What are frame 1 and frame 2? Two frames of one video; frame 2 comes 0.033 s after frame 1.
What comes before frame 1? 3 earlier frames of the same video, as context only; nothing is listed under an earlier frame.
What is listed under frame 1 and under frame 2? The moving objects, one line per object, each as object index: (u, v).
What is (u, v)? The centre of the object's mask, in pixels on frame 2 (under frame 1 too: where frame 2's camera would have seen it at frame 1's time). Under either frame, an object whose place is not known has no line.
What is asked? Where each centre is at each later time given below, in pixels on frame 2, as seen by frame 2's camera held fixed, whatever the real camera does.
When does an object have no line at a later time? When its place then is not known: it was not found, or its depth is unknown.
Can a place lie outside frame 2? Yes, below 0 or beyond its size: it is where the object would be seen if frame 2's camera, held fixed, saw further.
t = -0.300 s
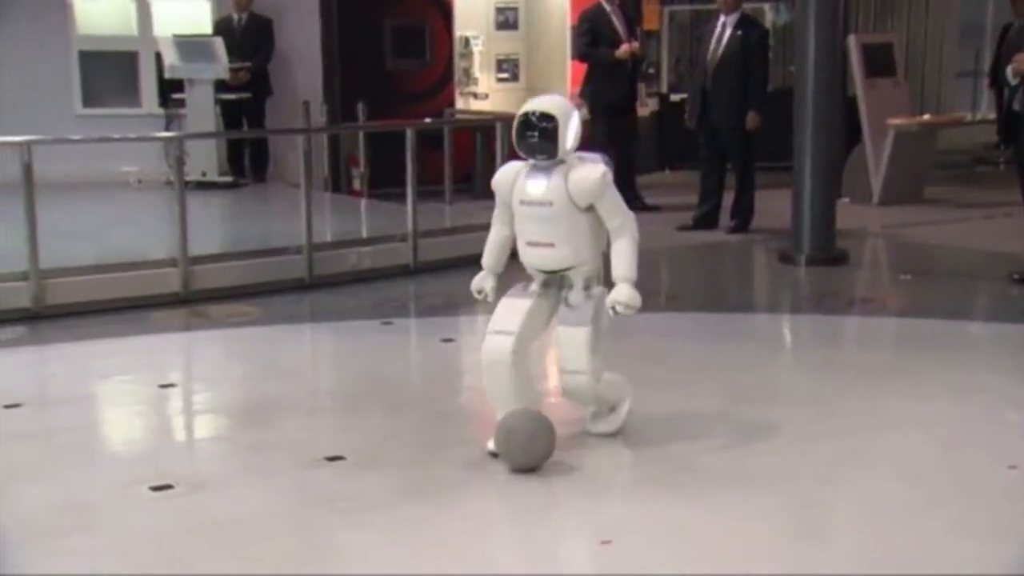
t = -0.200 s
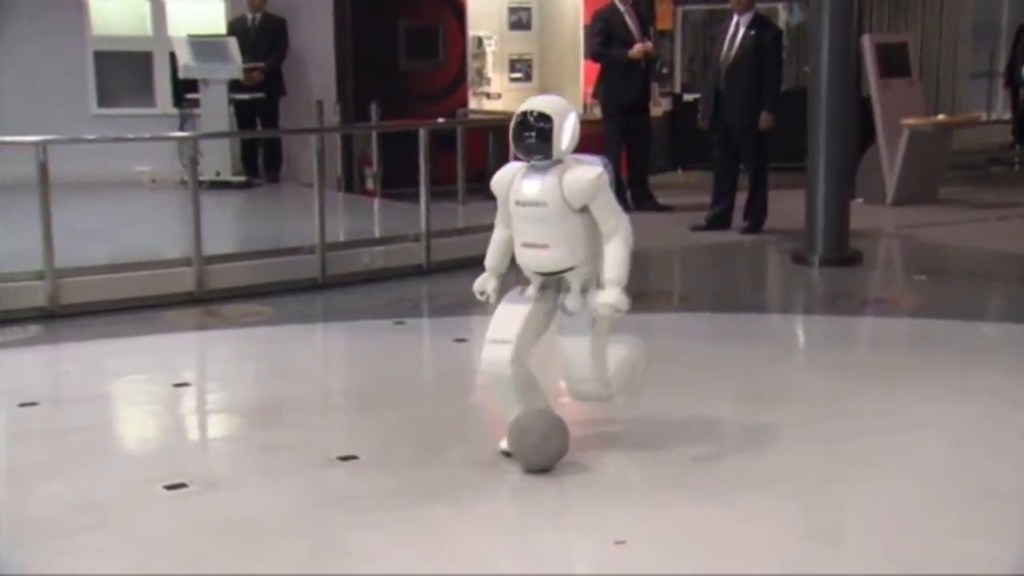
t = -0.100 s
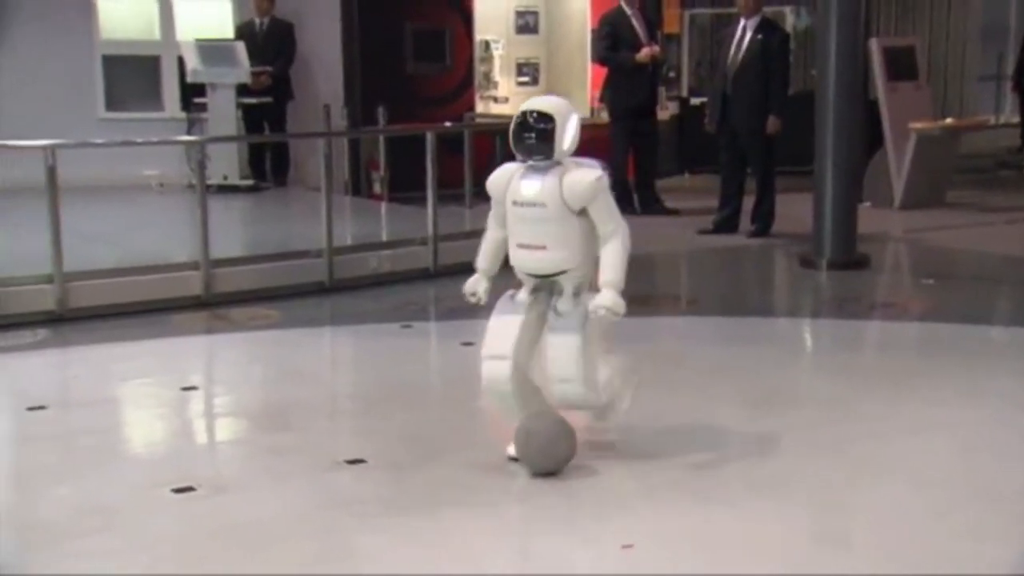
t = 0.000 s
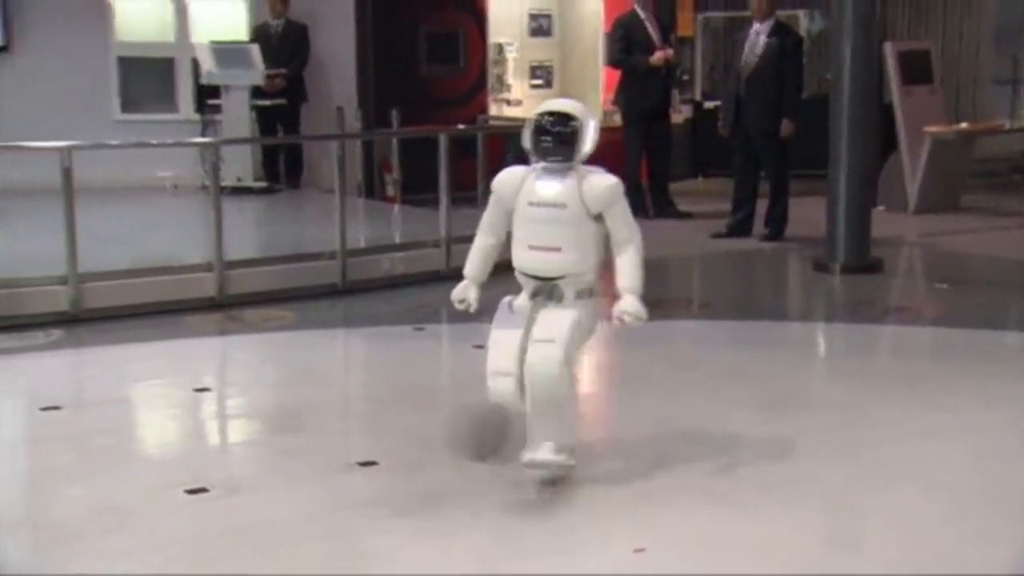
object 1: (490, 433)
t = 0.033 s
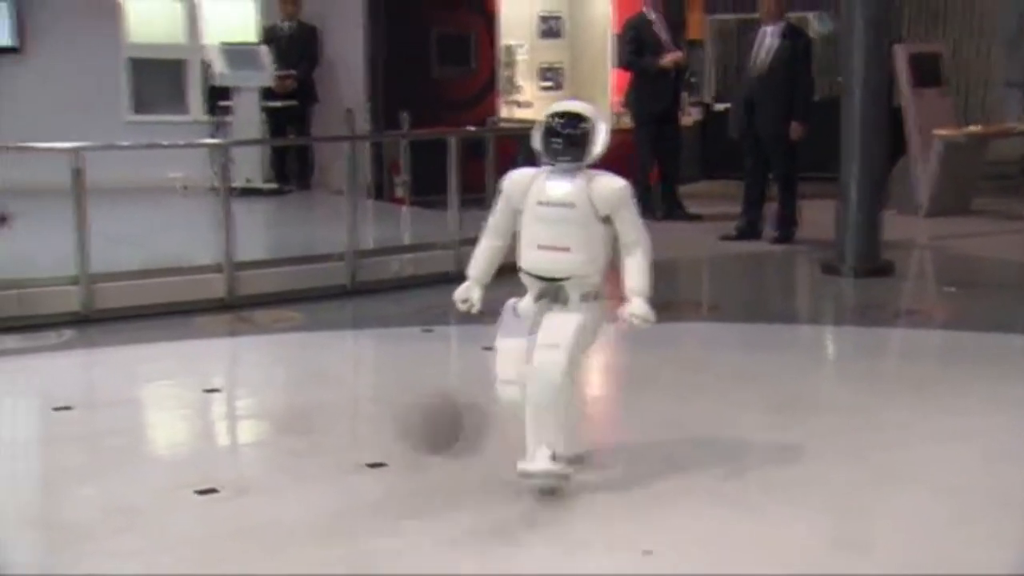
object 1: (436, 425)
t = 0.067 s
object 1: (369, 415)
